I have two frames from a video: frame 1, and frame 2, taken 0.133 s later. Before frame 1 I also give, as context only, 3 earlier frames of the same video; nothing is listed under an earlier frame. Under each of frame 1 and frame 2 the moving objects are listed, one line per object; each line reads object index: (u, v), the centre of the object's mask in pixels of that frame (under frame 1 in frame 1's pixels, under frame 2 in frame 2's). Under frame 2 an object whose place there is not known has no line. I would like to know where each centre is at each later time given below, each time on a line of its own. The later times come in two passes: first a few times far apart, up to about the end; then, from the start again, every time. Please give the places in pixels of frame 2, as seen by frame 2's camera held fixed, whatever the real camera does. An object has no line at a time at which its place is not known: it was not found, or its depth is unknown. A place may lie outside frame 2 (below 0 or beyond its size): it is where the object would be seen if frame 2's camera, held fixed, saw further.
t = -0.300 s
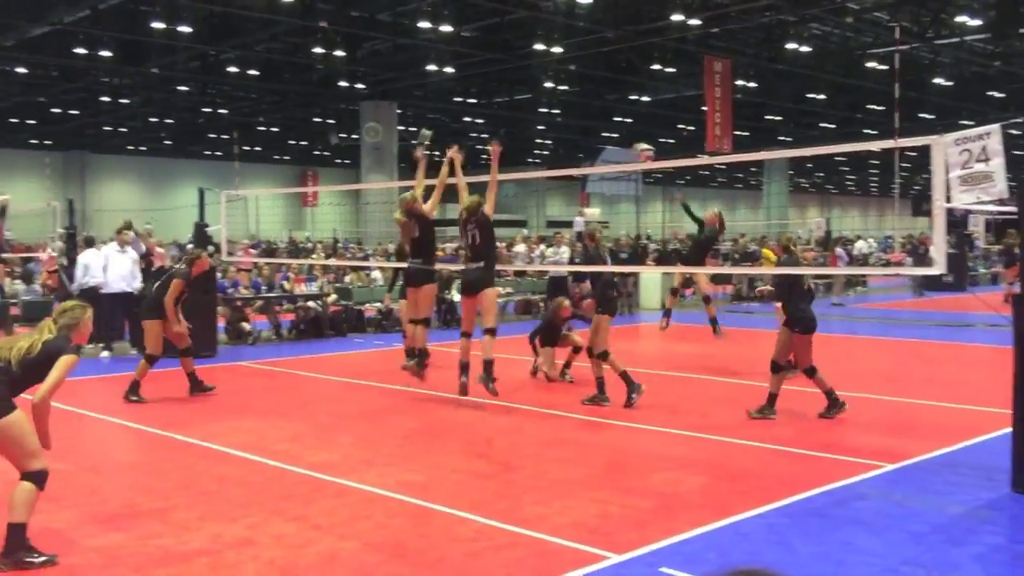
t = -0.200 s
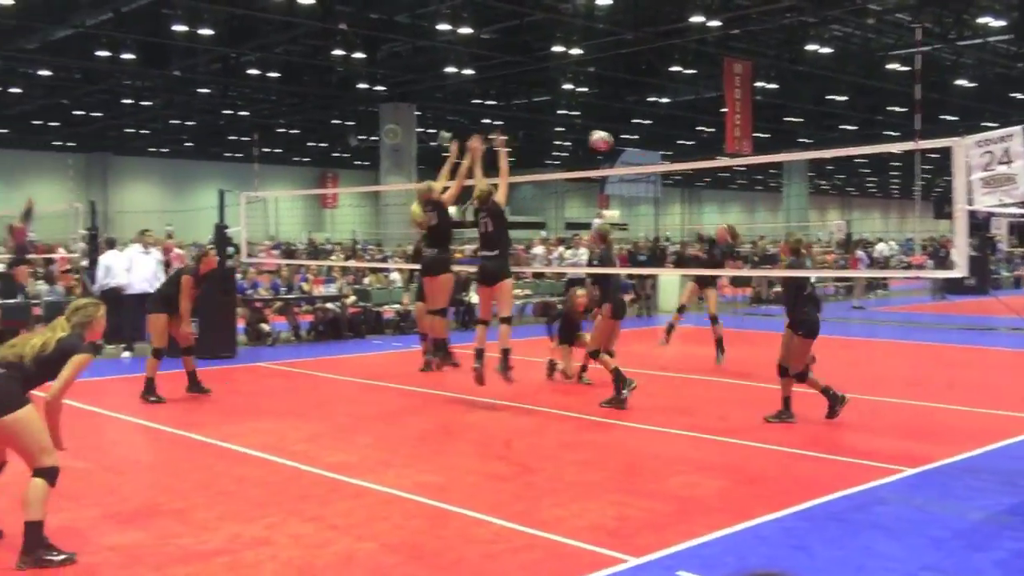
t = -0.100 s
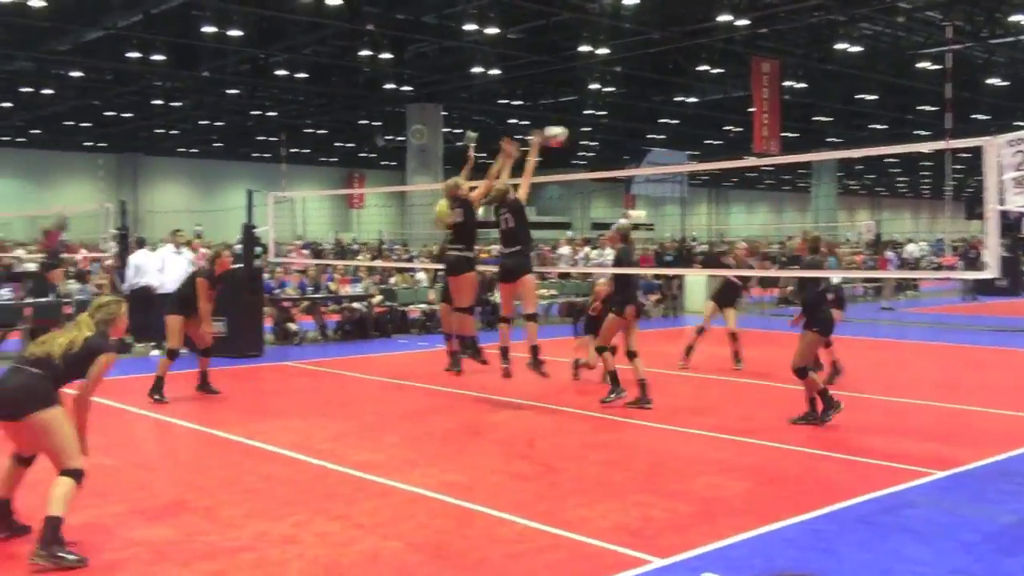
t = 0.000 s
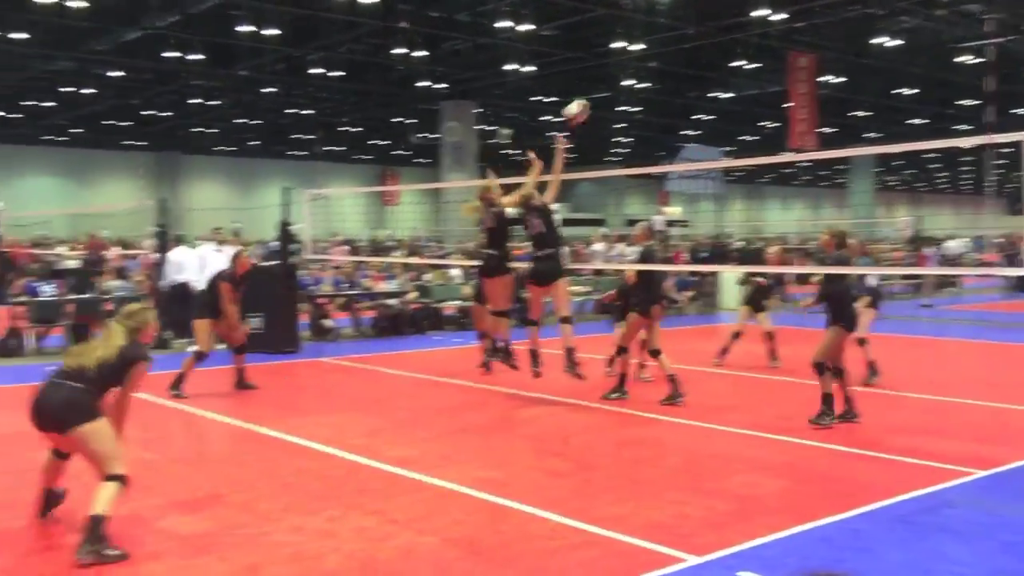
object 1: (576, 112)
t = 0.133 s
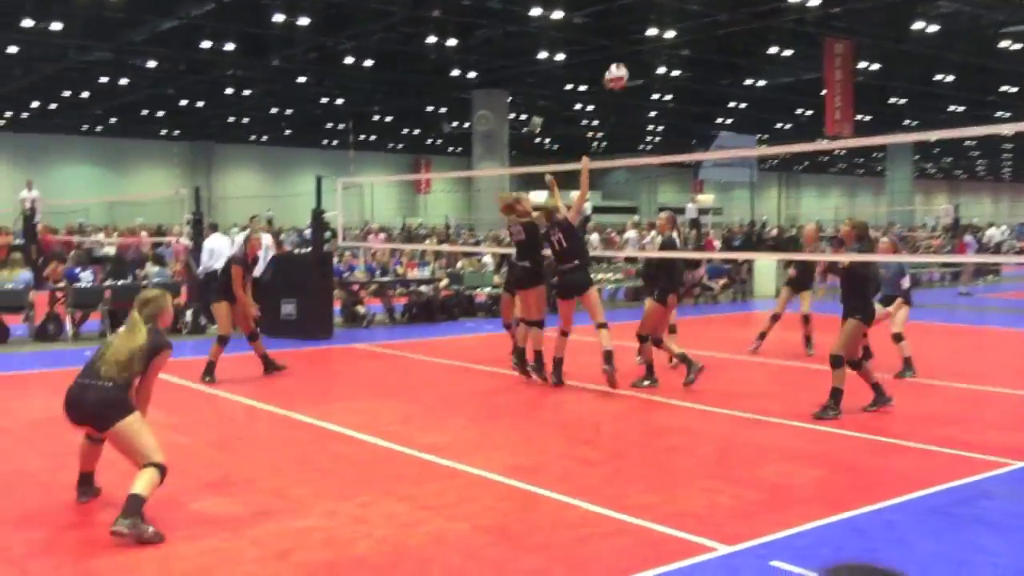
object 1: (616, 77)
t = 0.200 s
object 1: (620, 70)
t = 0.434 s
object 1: (636, 88)
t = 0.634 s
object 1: (649, 153)
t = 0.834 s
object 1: (663, 271)
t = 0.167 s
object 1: (618, 72)
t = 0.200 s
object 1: (620, 70)
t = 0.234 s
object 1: (622, 69)
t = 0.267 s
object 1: (625, 70)
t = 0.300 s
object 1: (627, 70)
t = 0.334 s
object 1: (629, 73)
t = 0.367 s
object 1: (631, 76)
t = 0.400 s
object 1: (633, 82)
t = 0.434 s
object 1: (636, 88)
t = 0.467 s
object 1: (638, 95)
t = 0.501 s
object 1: (640, 104)
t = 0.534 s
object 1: (642, 114)
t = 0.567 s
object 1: (644, 126)
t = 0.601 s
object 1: (647, 140)
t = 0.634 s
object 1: (649, 153)
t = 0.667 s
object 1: (651, 169)
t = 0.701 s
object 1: (654, 186)
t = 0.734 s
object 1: (655, 203)
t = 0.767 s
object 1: (657, 222)
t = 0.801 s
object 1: (660, 245)
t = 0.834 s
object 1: (663, 271)
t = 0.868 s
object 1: (664, 290)
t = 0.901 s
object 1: (666, 315)
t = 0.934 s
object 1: (669, 343)
